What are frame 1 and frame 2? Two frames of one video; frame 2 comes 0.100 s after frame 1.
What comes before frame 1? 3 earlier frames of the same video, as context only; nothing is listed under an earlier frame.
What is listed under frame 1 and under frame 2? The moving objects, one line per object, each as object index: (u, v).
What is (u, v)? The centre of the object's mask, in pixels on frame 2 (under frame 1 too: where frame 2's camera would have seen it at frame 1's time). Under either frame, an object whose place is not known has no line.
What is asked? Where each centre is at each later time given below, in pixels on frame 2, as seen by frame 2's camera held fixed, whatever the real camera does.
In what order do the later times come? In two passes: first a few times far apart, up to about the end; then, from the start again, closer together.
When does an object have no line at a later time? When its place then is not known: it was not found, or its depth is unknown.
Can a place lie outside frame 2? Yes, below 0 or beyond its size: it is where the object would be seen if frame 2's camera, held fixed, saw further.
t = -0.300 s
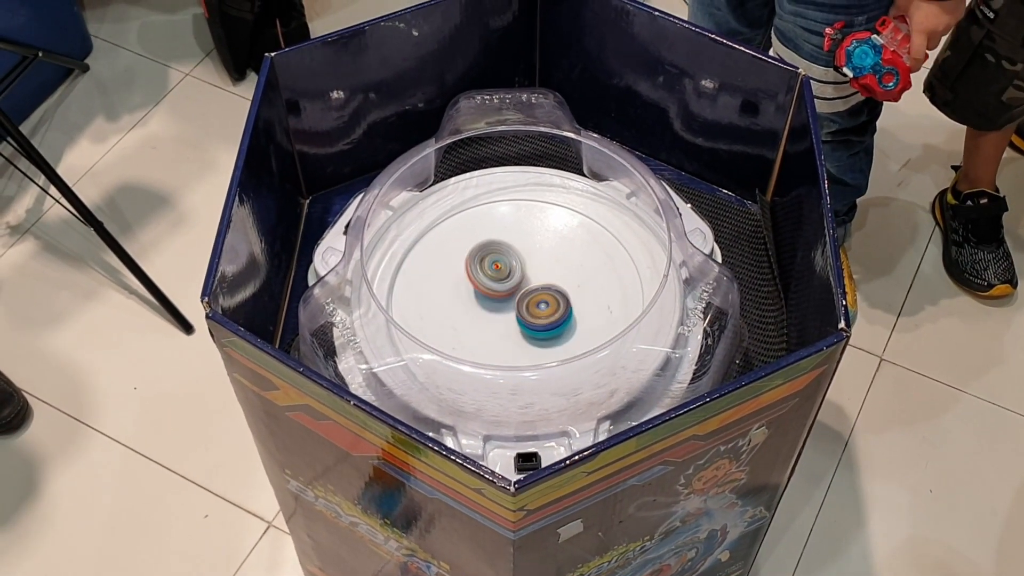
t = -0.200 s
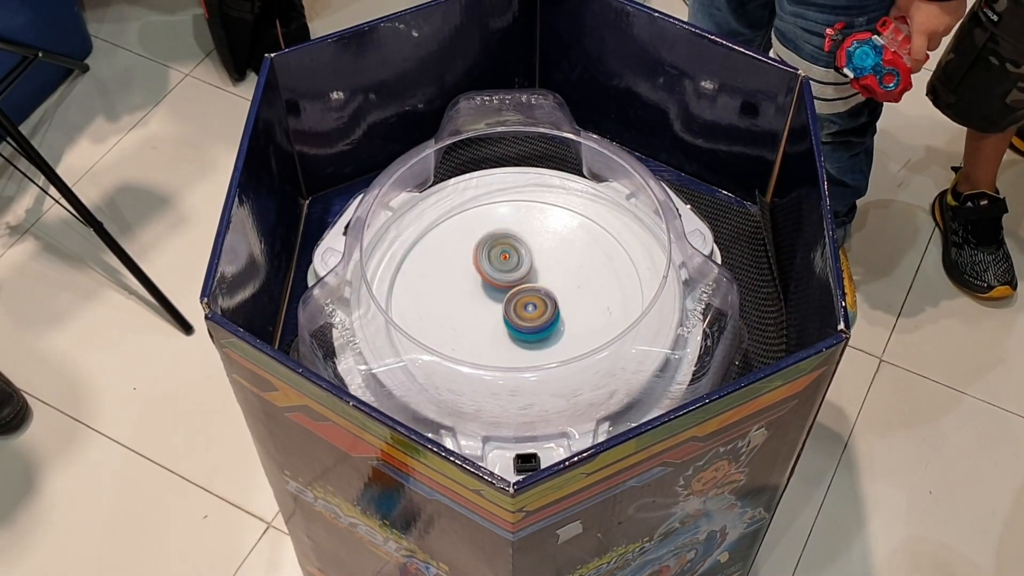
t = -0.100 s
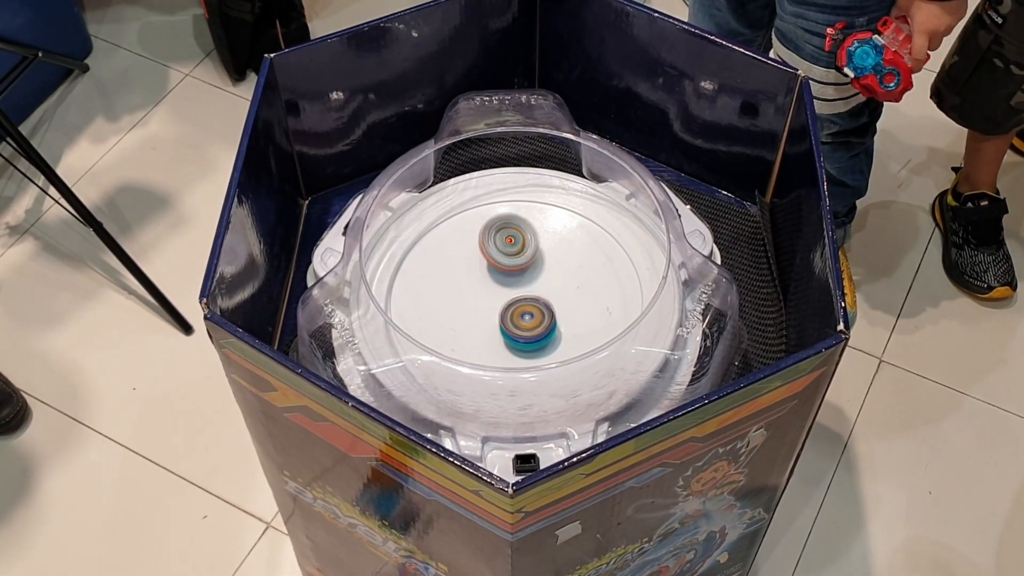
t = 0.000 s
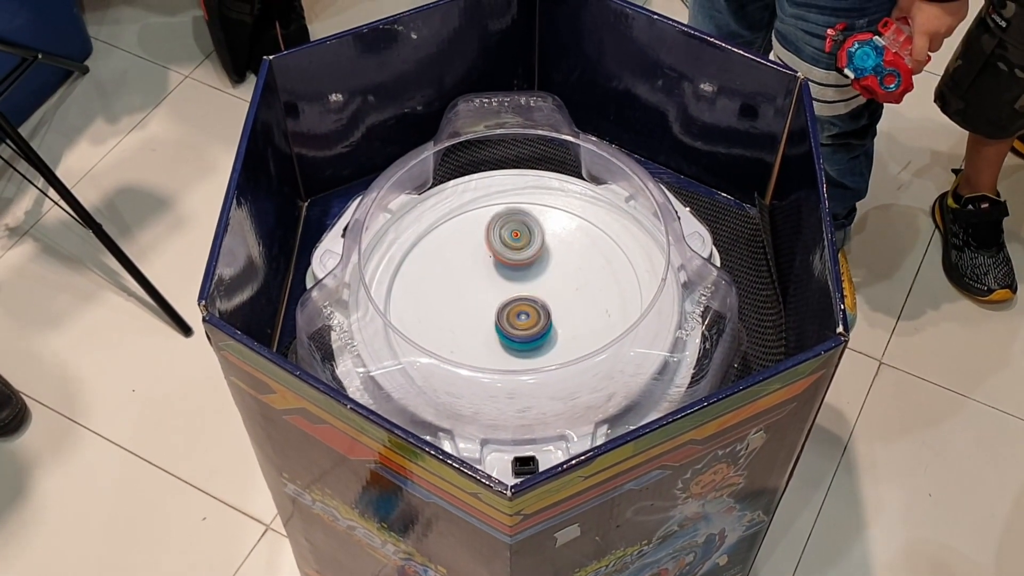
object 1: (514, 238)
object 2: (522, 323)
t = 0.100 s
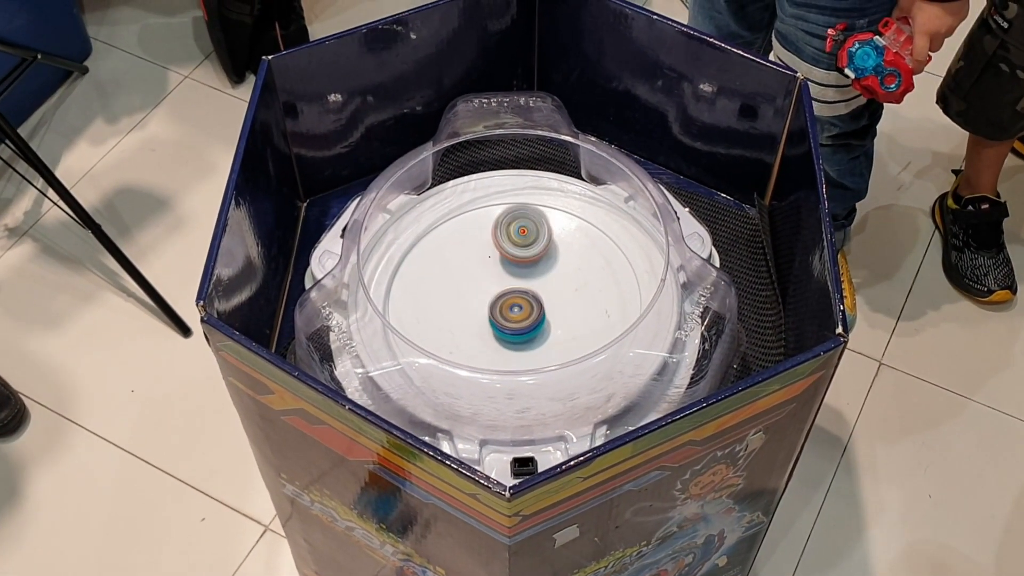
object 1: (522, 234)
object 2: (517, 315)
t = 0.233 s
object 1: (533, 236)
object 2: (508, 305)
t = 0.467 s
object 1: (551, 255)
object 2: (509, 297)
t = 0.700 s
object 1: (575, 266)
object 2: (499, 302)
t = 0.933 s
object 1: (577, 290)
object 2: (504, 294)
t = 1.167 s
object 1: (563, 315)
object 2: (505, 292)
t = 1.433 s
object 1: (532, 338)
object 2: (503, 291)
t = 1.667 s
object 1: (497, 342)
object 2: (505, 294)
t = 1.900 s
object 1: (463, 330)
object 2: (507, 299)
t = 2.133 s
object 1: (444, 309)
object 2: (514, 299)
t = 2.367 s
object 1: (447, 280)
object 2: (512, 302)
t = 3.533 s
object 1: (554, 275)
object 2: (490, 312)
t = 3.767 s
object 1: (567, 295)
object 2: (448, 311)
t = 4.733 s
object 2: (461, 276)
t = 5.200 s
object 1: (510, 309)
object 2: (491, 258)
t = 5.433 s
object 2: (501, 256)
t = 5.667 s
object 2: (504, 252)
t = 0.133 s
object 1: (525, 234)
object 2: (515, 313)
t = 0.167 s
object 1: (528, 234)
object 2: (512, 310)
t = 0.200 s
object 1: (530, 235)
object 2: (510, 308)
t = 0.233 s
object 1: (533, 236)
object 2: (508, 305)
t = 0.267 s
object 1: (536, 238)
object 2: (507, 304)
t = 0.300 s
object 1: (538, 240)
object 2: (506, 303)
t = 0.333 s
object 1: (541, 243)
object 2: (507, 302)
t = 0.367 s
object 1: (544, 246)
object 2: (507, 301)
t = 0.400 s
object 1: (547, 249)
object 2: (508, 300)
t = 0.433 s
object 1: (549, 252)
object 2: (509, 298)
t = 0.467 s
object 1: (551, 255)
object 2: (509, 297)
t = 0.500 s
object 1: (557, 255)
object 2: (505, 299)
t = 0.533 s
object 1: (561, 256)
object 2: (501, 301)
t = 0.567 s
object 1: (565, 257)
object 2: (500, 301)
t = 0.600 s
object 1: (569, 259)
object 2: (498, 302)
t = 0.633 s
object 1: (571, 261)
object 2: (498, 302)
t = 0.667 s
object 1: (574, 263)
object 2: (498, 302)
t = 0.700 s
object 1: (575, 266)
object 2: (499, 302)
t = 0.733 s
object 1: (576, 268)
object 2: (500, 301)
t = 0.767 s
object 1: (577, 272)
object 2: (500, 301)
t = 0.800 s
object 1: (577, 275)
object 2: (502, 299)
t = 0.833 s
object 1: (578, 278)
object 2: (502, 298)
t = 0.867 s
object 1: (578, 282)
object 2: (503, 297)
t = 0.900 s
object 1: (577, 286)
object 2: (503, 295)
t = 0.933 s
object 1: (577, 290)
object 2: (504, 294)
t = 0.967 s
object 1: (576, 293)
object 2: (503, 293)
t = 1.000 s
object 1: (575, 297)
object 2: (503, 293)
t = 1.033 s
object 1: (573, 301)
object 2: (503, 292)
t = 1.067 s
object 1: (571, 304)
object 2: (503, 293)
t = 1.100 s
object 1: (569, 308)
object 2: (504, 293)
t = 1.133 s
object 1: (567, 311)
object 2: (505, 292)
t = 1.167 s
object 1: (563, 315)
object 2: (505, 292)
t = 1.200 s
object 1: (561, 318)
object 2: (505, 292)
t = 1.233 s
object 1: (557, 322)
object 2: (505, 291)
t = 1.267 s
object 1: (553, 325)
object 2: (505, 291)
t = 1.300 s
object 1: (550, 328)
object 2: (505, 290)
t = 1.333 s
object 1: (546, 331)
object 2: (504, 290)
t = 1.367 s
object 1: (541, 334)
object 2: (503, 290)
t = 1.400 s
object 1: (537, 336)
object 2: (503, 291)
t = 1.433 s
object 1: (532, 338)
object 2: (503, 291)
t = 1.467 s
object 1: (527, 340)
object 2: (502, 292)
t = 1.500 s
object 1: (523, 341)
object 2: (502, 292)
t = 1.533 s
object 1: (518, 342)
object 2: (502, 292)
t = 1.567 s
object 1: (512, 342)
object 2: (503, 293)
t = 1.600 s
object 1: (508, 343)
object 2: (503, 293)
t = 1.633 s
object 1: (503, 343)
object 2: (504, 293)
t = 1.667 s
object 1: (497, 342)
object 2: (505, 294)
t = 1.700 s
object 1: (488, 340)
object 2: (506, 295)
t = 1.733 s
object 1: (483, 340)
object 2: (506, 296)
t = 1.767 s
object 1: (479, 338)
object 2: (506, 296)
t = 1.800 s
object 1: (474, 336)
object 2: (507, 297)
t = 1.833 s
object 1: (470, 334)
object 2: (507, 297)
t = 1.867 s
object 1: (466, 332)
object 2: (507, 298)
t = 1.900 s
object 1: (463, 330)
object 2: (507, 299)
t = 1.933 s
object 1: (458, 327)
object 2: (507, 299)
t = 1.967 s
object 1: (455, 325)
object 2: (509, 299)
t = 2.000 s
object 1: (451, 322)
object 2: (511, 298)
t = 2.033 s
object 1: (449, 319)
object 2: (512, 298)
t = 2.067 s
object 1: (446, 315)
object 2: (513, 298)
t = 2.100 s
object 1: (445, 312)
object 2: (514, 298)
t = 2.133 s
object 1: (444, 309)
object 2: (514, 299)
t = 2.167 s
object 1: (443, 305)
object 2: (514, 299)
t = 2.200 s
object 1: (443, 301)
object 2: (514, 300)
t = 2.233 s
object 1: (443, 297)
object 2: (514, 300)
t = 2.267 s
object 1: (444, 293)
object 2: (513, 300)
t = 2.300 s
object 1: (444, 289)
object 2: (513, 301)
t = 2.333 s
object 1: (445, 285)
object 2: (512, 301)
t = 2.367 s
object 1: (447, 280)
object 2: (512, 302)
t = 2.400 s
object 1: (447, 277)
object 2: (512, 302)
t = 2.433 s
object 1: (449, 272)
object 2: (512, 303)
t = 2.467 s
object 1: (450, 269)
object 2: (512, 304)
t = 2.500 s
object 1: (452, 266)
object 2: (512, 304)
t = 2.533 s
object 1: (454, 262)
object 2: (512, 304)
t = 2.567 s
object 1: (457, 259)
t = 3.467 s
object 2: (490, 313)
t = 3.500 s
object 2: (489, 312)
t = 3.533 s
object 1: (554, 275)
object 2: (490, 312)
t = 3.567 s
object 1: (552, 279)
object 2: (490, 311)
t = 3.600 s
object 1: (550, 284)
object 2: (491, 310)
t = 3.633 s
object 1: (552, 287)
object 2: (486, 310)
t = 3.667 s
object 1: (560, 288)
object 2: (470, 312)
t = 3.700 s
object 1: (565, 290)
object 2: (459, 312)
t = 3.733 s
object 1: (567, 293)
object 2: (452, 312)
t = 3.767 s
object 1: (567, 295)
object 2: (448, 311)
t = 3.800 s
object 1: (566, 297)
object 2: (447, 311)
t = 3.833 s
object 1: (564, 300)
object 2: (446, 310)
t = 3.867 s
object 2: (446, 309)
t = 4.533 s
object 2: (458, 285)
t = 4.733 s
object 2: (461, 276)
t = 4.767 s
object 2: (463, 275)
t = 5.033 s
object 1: (511, 317)
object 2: (477, 250)
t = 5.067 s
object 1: (511, 316)
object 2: (480, 252)
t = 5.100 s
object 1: (511, 314)
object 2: (484, 254)
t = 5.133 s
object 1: (510, 313)
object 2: (487, 256)
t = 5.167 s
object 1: (510, 310)
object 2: (489, 257)
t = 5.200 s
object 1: (510, 309)
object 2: (491, 258)
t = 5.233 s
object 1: (510, 306)
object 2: (493, 259)
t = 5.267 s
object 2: (495, 258)
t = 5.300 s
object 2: (497, 256)
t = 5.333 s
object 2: (498, 256)
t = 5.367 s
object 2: (499, 255)
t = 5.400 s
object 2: (500, 256)
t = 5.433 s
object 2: (501, 256)
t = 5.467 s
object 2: (502, 254)
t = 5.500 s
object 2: (502, 253)
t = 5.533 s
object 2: (502, 253)
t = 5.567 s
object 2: (503, 254)
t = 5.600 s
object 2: (503, 254)
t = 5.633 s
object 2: (503, 252)
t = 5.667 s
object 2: (504, 252)
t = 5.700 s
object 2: (503, 252)
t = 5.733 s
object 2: (503, 252)
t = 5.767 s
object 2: (504, 252)
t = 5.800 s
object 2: (504, 253)
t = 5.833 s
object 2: (504, 254)
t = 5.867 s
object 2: (504, 255)
